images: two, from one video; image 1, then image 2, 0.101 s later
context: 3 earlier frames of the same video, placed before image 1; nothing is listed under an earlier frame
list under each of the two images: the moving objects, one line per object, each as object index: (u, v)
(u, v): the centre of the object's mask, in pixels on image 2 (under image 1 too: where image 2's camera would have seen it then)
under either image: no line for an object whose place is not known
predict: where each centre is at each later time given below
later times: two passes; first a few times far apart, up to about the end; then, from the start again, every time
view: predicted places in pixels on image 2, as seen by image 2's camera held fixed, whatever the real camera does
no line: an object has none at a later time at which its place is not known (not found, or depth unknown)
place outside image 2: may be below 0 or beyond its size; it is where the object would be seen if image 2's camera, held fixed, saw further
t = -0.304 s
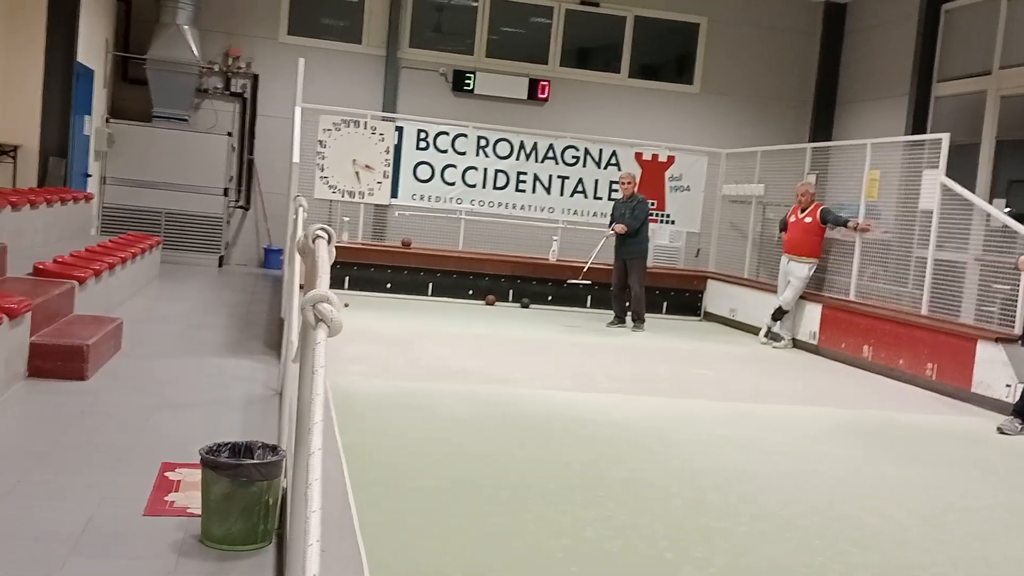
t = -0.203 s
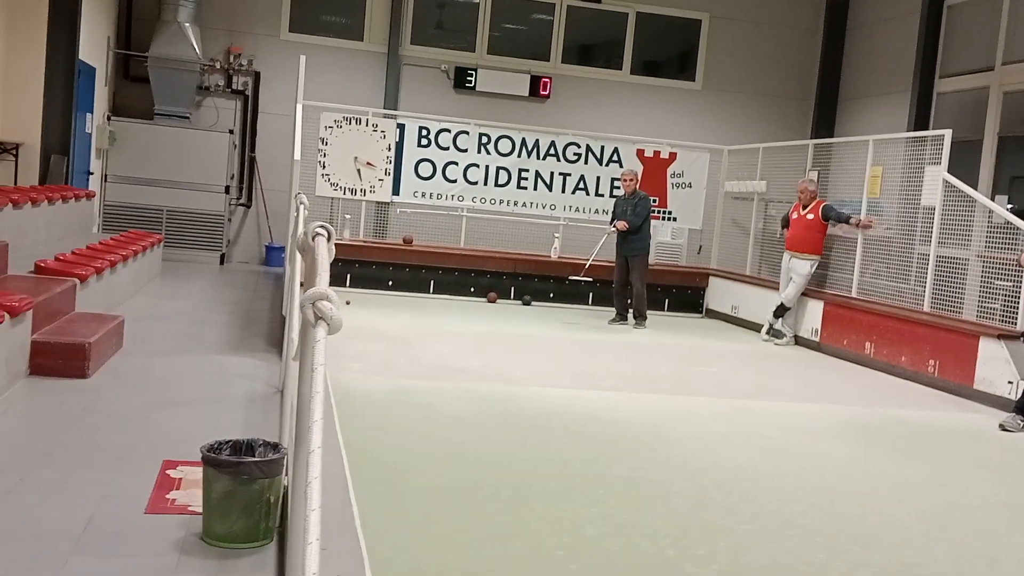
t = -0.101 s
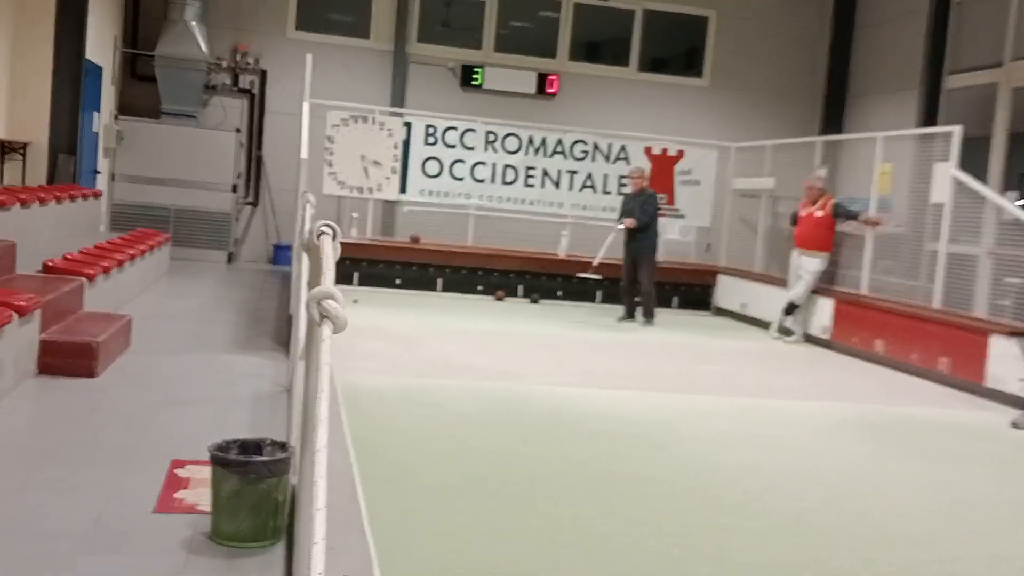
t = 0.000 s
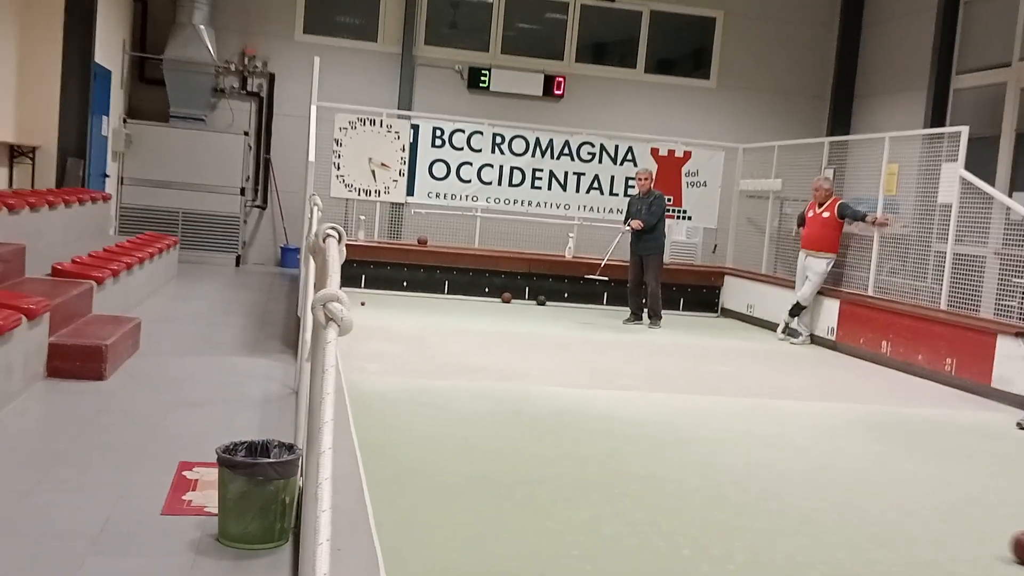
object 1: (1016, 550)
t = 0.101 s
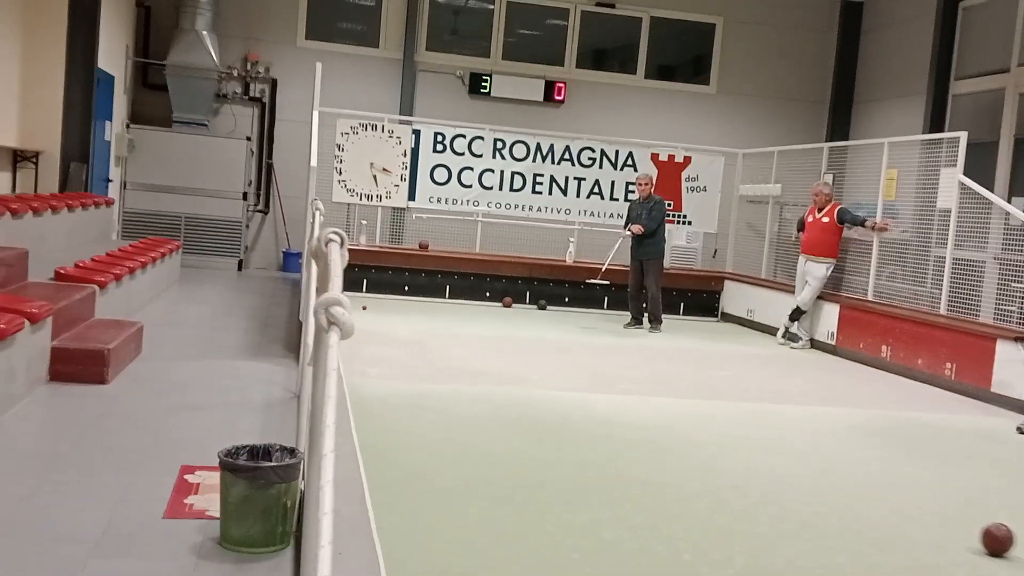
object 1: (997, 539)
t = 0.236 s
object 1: (956, 522)
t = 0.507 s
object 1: (891, 496)
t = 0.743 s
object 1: (841, 475)
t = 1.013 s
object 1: (791, 455)
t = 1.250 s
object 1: (754, 440)
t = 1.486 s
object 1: (722, 427)
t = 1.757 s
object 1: (689, 414)
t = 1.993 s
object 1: (662, 404)
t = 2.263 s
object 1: (636, 393)
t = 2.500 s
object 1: (615, 385)
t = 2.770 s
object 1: (594, 377)
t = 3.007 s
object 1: (577, 370)
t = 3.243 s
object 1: (561, 364)
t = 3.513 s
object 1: (544, 358)
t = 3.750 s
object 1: (531, 353)
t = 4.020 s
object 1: (518, 348)
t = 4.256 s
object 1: (507, 344)
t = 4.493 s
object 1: (496, 340)
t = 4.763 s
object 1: (486, 336)
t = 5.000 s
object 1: (478, 333)
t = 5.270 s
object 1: (469, 329)
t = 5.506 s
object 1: (462, 327)
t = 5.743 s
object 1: (456, 324)
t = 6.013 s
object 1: (449, 322)
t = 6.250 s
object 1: (445, 320)
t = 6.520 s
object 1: (440, 318)
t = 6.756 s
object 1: (437, 316)
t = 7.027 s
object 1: (434, 315)
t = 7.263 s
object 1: (431, 314)
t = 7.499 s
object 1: (429, 312)
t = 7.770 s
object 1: (427, 311)
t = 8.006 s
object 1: (426, 310)
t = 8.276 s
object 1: (424, 309)
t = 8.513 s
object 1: (423, 309)
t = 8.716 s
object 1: (422, 308)
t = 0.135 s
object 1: (986, 535)
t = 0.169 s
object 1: (977, 531)
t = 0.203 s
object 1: (965, 527)
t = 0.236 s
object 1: (956, 522)
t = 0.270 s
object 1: (946, 517)
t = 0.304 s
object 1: (938, 513)
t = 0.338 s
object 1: (930, 511)
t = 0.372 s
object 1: (922, 508)
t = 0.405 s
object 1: (914, 504)
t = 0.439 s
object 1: (906, 501)
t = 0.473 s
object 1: (898, 498)
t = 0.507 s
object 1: (891, 496)
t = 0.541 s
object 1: (884, 493)
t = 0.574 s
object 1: (877, 490)
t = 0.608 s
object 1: (870, 487)
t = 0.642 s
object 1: (863, 484)
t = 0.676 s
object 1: (855, 481)
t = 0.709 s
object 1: (846, 476)
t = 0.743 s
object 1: (841, 475)
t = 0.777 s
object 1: (834, 473)
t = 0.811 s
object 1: (828, 470)
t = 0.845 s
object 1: (821, 468)
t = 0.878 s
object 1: (815, 465)
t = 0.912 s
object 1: (809, 463)
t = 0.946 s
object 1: (803, 460)
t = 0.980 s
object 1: (797, 458)
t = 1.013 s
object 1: (791, 455)
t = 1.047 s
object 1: (786, 453)
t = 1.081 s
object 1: (780, 451)
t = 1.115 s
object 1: (774, 449)
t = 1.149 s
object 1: (769, 447)
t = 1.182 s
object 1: (764, 445)
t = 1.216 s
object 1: (759, 442)
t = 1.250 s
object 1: (754, 440)
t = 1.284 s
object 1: (749, 438)
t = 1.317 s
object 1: (744, 436)
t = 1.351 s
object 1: (739, 434)
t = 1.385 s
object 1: (735, 432)
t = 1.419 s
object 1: (731, 431)
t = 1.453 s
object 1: (726, 429)
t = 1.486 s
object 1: (722, 427)
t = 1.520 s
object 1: (717, 426)
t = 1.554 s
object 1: (713, 424)
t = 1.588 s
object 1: (709, 422)
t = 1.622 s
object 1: (705, 421)
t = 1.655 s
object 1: (701, 419)
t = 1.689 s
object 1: (697, 417)
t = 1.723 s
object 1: (693, 416)
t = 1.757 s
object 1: (689, 414)
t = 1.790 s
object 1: (685, 413)
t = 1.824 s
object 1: (681, 411)
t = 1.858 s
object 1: (677, 410)
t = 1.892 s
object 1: (673, 408)
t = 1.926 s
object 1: (670, 407)
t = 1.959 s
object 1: (666, 406)
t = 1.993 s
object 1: (662, 404)
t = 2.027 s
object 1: (659, 403)
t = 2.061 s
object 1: (656, 401)
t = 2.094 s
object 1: (652, 400)
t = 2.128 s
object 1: (649, 398)
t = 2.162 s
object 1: (646, 397)
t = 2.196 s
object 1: (642, 396)
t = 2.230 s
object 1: (639, 395)
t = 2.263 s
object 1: (636, 393)
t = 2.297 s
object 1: (633, 392)
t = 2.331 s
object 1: (630, 391)
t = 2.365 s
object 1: (627, 389)
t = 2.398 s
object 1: (624, 388)
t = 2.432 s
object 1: (621, 387)
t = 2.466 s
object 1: (618, 386)
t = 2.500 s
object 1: (615, 385)
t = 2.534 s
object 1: (613, 384)
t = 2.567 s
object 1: (610, 383)
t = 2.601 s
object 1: (607, 382)
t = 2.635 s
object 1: (604, 380)
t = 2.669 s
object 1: (602, 380)
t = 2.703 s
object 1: (599, 379)
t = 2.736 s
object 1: (596, 378)
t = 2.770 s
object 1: (594, 377)
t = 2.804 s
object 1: (591, 376)
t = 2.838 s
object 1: (589, 375)
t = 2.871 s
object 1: (586, 374)
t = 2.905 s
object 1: (584, 373)
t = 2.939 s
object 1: (581, 372)
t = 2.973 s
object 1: (579, 371)
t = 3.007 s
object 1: (577, 370)
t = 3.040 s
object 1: (575, 369)
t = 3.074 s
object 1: (572, 368)
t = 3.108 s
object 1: (570, 367)
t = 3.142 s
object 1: (568, 366)
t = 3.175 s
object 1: (565, 365)
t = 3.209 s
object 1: (563, 365)
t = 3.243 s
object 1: (561, 364)
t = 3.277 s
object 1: (559, 363)
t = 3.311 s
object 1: (557, 362)
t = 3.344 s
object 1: (555, 362)
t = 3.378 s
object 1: (552, 361)
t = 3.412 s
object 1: (550, 360)
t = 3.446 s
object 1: (548, 359)
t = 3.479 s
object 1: (546, 358)
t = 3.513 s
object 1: (544, 358)
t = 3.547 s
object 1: (542, 357)
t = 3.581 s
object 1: (540, 356)
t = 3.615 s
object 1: (538, 355)
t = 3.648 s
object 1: (537, 355)
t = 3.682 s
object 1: (535, 354)
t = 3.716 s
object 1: (533, 353)
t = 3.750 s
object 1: (531, 353)
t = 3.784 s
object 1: (529, 352)
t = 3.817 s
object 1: (528, 352)
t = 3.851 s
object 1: (526, 351)
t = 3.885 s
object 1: (524, 350)
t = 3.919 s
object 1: (522, 349)
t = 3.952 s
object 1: (521, 349)
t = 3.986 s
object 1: (519, 348)
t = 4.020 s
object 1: (518, 348)
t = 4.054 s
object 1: (516, 347)
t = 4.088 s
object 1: (514, 346)
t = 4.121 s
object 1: (513, 346)
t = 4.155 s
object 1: (511, 345)
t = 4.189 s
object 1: (510, 345)
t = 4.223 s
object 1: (508, 344)
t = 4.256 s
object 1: (507, 344)
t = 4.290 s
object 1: (505, 343)
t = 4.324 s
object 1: (504, 342)
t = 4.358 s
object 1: (502, 342)
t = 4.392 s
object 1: (501, 341)
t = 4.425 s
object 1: (499, 341)
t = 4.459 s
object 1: (498, 340)
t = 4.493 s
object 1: (496, 340)
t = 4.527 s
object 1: (495, 339)
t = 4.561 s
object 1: (494, 339)
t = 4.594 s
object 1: (492, 338)
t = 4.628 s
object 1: (491, 338)
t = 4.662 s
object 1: (490, 337)
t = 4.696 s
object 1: (488, 337)
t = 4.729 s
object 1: (487, 336)
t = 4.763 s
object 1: (486, 336)
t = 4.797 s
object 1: (485, 335)
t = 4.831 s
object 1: (483, 335)
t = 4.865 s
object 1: (482, 334)
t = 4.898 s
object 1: (481, 334)
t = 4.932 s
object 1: (480, 334)
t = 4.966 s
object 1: (479, 333)
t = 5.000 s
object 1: (478, 333)
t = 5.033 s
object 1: (476, 332)
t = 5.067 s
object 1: (475, 332)
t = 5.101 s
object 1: (474, 331)
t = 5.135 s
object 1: (473, 331)
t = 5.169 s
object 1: (472, 331)
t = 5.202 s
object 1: (471, 330)
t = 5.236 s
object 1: (470, 330)
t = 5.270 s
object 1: (469, 329)
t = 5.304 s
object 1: (468, 329)
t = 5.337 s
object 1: (467, 329)
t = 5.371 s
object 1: (466, 328)
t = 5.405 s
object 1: (465, 328)
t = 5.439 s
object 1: (464, 327)
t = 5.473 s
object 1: (463, 327)
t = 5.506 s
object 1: (462, 327)
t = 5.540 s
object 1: (461, 326)
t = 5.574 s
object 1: (460, 326)
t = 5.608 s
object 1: (459, 326)
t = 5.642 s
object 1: (459, 325)
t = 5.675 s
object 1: (458, 325)
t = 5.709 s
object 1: (457, 325)
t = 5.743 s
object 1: (456, 324)
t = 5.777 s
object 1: (455, 324)
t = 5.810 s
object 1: (454, 324)
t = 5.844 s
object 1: (453, 323)
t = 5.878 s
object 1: (452, 323)
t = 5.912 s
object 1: (452, 323)
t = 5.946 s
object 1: (451, 323)
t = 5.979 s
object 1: (450, 322)
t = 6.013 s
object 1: (449, 322)
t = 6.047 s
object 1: (449, 322)
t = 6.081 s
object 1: (448, 321)
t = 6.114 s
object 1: (447, 321)
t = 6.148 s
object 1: (446, 321)
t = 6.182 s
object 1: (446, 321)
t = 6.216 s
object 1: (445, 320)
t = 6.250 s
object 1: (445, 320)
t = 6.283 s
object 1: (444, 320)
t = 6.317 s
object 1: (443, 319)
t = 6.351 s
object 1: (443, 319)
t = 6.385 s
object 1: (442, 319)
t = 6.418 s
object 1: (442, 319)
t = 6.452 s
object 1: (441, 319)
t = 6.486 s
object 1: (441, 318)
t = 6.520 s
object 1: (440, 318)
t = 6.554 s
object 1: (440, 318)
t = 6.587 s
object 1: (439, 318)
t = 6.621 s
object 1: (439, 317)
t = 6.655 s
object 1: (438, 317)
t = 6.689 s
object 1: (438, 317)
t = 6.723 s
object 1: (438, 317)
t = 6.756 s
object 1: (437, 316)
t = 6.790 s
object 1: (437, 316)
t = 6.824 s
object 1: (436, 316)
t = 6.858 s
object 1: (436, 316)
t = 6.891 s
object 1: (435, 316)
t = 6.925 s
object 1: (435, 315)
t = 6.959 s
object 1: (435, 315)
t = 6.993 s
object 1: (434, 315)
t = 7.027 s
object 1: (434, 315)
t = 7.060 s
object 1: (433, 315)
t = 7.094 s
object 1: (433, 315)
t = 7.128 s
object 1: (433, 314)
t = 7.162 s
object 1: (432, 314)
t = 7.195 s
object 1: (432, 314)
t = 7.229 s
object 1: (432, 314)
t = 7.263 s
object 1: (431, 314)
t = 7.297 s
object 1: (431, 314)
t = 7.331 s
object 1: (431, 313)
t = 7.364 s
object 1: (430, 313)
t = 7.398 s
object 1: (430, 313)
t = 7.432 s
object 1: (430, 313)
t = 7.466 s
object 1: (430, 313)
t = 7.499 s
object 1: (429, 312)
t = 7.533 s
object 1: (429, 312)
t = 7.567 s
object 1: (429, 312)
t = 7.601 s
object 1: (429, 312)
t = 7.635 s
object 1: (428, 312)
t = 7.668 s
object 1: (428, 312)
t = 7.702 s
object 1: (428, 312)
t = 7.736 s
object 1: (428, 311)
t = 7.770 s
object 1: (427, 311)
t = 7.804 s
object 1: (427, 311)
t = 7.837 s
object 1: (427, 311)
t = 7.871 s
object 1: (427, 311)
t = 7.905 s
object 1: (427, 311)
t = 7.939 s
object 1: (426, 311)
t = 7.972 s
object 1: (426, 310)
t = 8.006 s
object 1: (426, 310)
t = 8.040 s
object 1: (426, 310)
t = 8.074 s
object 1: (426, 310)
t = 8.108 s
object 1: (425, 310)
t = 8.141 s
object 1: (425, 310)
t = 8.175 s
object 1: (425, 310)
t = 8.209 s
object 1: (425, 310)
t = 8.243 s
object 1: (424, 309)
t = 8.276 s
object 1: (424, 309)
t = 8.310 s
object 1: (424, 309)
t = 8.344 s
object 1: (424, 309)
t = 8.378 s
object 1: (424, 309)
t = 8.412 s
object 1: (423, 309)
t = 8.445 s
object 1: (423, 309)
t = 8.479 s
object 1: (423, 309)
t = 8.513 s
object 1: (423, 309)
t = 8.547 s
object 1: (423, 309)
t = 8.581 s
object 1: (422, 309)
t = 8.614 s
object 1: (422, 308)
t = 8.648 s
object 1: (422, 308)
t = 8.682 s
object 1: (422, 308)
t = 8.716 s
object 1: (422, 308)
